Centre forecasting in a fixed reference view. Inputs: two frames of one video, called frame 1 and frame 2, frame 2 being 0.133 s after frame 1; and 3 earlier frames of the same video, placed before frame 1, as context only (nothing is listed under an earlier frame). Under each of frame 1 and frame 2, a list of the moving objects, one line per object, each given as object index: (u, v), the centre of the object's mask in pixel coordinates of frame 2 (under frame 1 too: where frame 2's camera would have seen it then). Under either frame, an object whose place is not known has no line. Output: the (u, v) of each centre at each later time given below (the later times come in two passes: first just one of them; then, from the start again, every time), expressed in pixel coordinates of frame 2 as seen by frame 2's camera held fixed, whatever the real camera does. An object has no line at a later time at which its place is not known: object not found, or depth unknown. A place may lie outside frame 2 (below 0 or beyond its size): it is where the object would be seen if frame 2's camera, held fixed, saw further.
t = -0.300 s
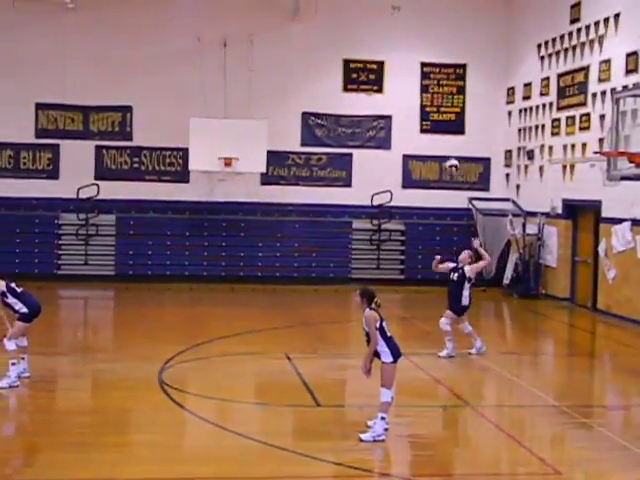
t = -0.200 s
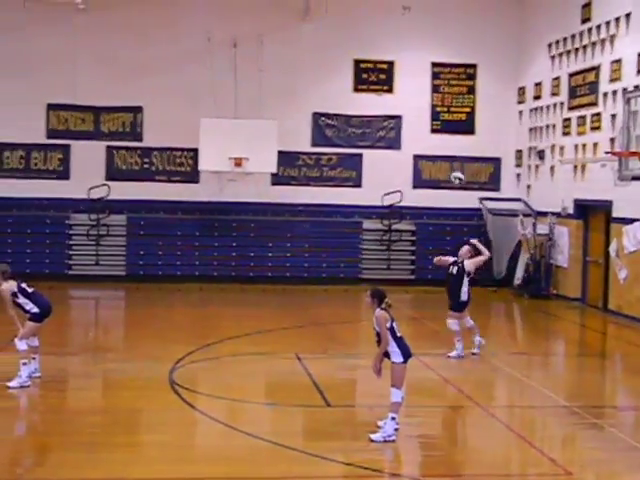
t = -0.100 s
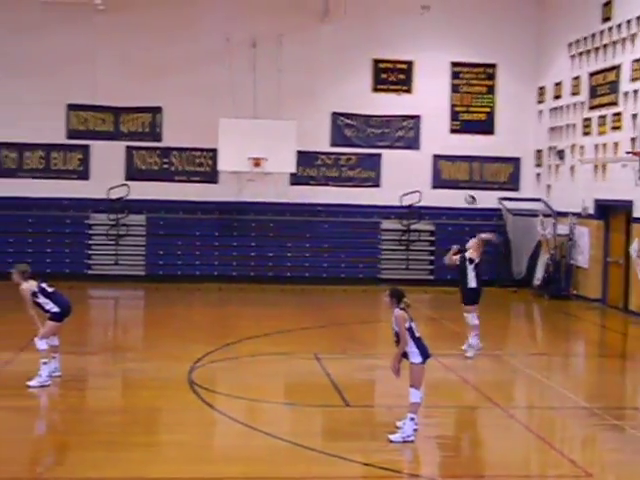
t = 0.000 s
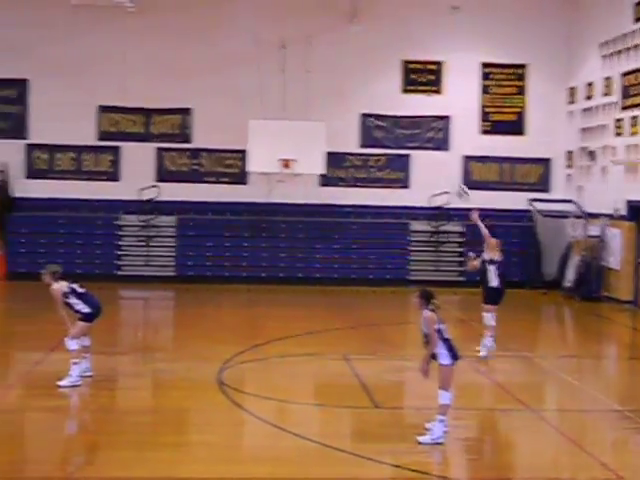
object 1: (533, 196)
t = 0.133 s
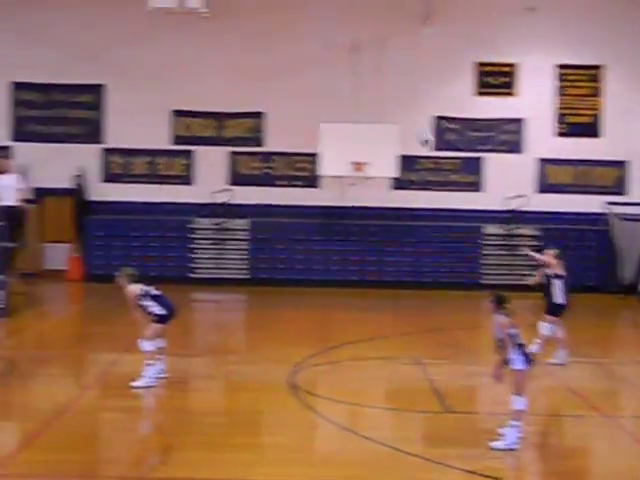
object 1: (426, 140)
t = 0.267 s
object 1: (313, 95)
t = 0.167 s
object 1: (399, 128)
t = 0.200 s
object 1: (371, 118)
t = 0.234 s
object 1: (342, 106)
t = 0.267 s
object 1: (313, 95)
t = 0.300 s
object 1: (286, 84)
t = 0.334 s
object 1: (257, 77)
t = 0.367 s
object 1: (229, 70)
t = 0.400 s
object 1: (200, 64)
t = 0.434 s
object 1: (168, 59)
